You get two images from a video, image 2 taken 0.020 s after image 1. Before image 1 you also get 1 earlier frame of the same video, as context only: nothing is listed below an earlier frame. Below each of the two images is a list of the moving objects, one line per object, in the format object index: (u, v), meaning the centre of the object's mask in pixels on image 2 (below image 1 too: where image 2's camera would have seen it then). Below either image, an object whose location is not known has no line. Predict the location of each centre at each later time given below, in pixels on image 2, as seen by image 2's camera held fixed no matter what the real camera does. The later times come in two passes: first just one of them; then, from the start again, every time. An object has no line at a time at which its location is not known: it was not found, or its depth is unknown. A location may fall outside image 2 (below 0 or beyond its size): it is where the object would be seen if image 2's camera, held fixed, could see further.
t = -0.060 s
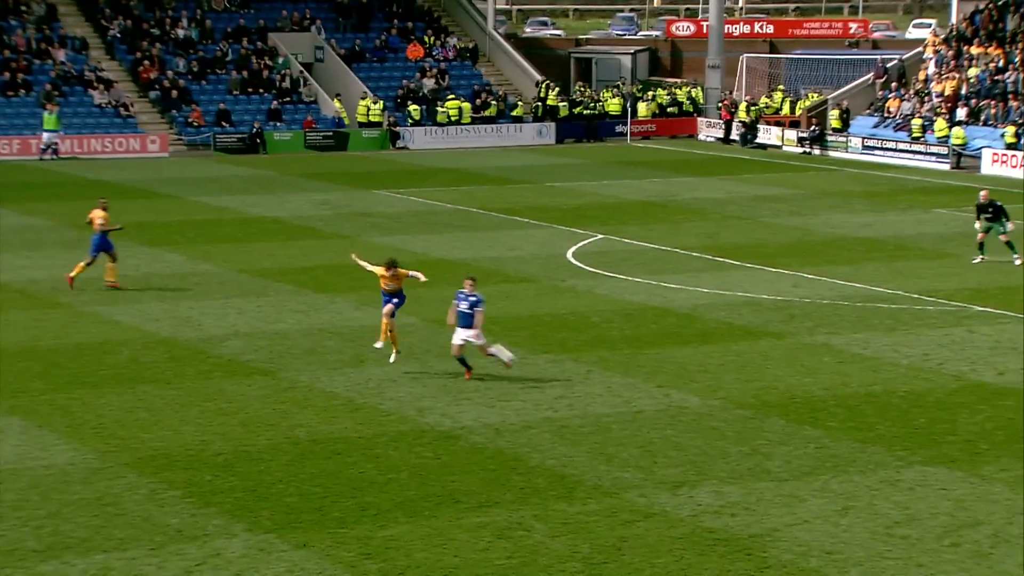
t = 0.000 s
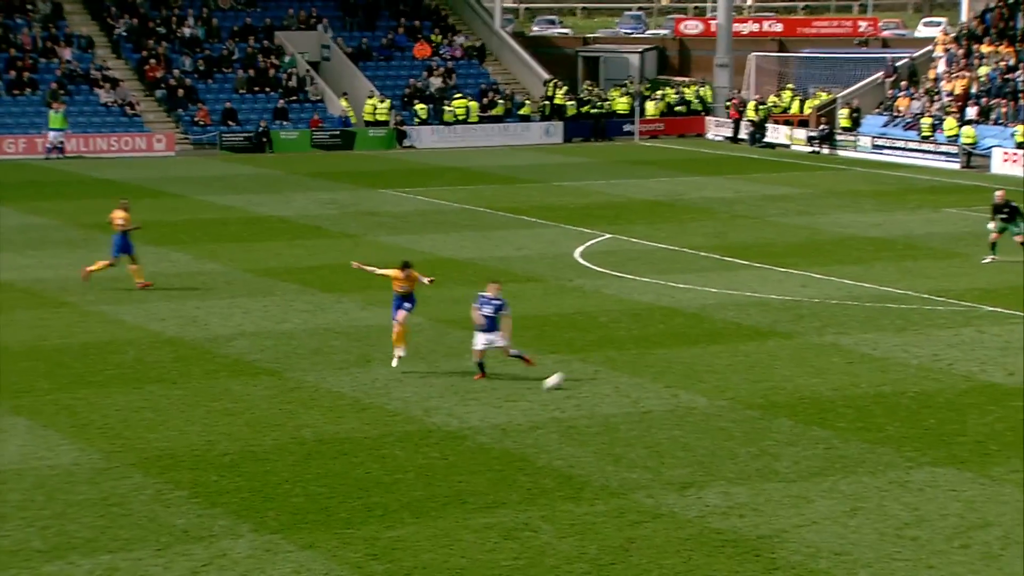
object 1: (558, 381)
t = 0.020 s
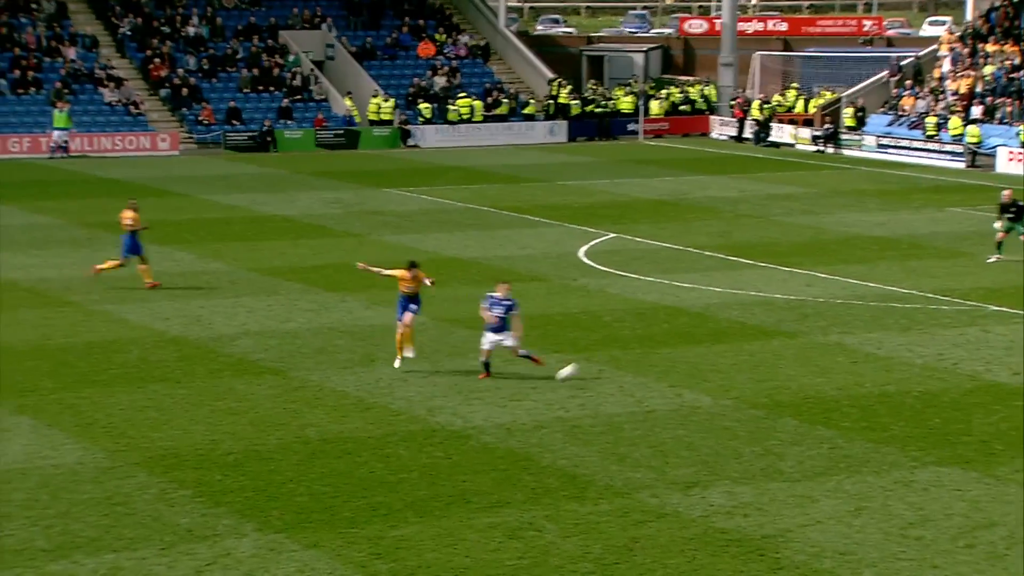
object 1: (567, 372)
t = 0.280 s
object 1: (692, 287)
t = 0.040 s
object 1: (576, 363)
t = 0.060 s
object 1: (586, 356)
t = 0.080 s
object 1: (596, 348)
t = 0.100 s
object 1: (606, 341)
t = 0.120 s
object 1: (616, 334)
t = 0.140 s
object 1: (625, 327)
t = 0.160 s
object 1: (635, 321)
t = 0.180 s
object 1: (645, 315)
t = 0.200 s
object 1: (655, 309)
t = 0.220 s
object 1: (665, 303)
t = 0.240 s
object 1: (674, 297)
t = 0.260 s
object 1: (682, 292)
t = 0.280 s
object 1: (692, 287)
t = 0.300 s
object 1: (702, 282)
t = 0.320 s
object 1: (712, 278)
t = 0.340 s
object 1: (721, 274)
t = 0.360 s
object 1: (731, 270)
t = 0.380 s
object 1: (740, 267)
